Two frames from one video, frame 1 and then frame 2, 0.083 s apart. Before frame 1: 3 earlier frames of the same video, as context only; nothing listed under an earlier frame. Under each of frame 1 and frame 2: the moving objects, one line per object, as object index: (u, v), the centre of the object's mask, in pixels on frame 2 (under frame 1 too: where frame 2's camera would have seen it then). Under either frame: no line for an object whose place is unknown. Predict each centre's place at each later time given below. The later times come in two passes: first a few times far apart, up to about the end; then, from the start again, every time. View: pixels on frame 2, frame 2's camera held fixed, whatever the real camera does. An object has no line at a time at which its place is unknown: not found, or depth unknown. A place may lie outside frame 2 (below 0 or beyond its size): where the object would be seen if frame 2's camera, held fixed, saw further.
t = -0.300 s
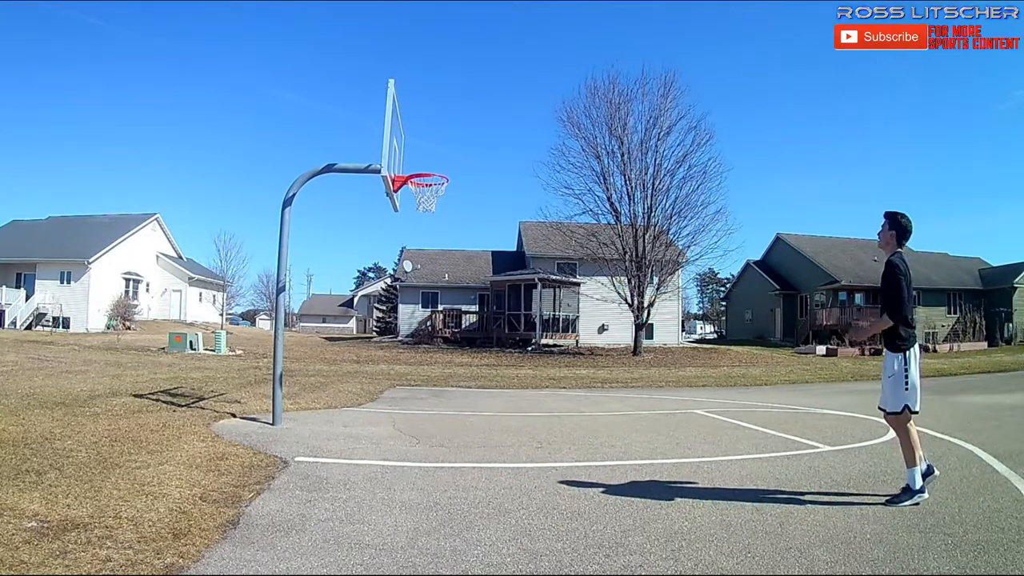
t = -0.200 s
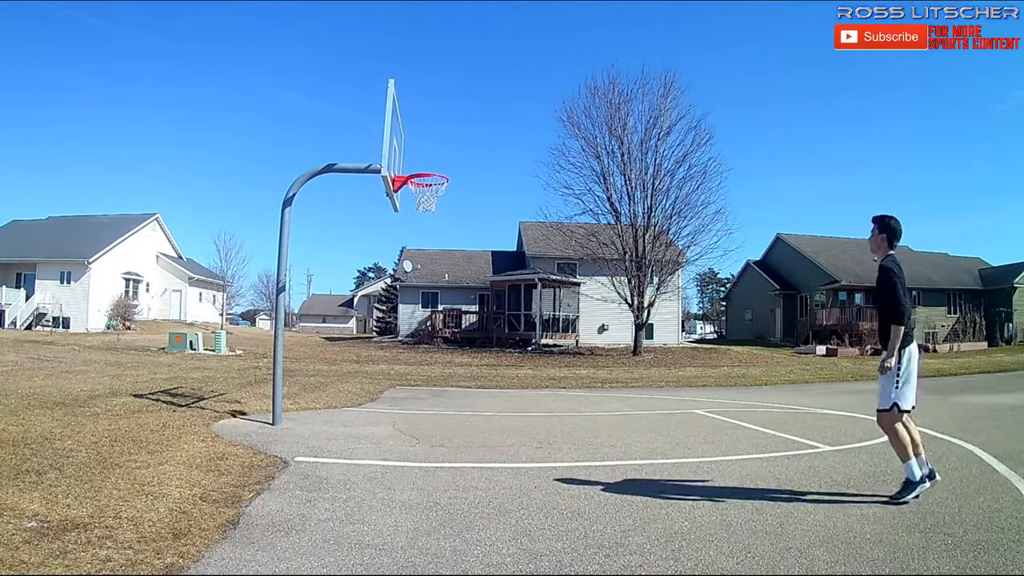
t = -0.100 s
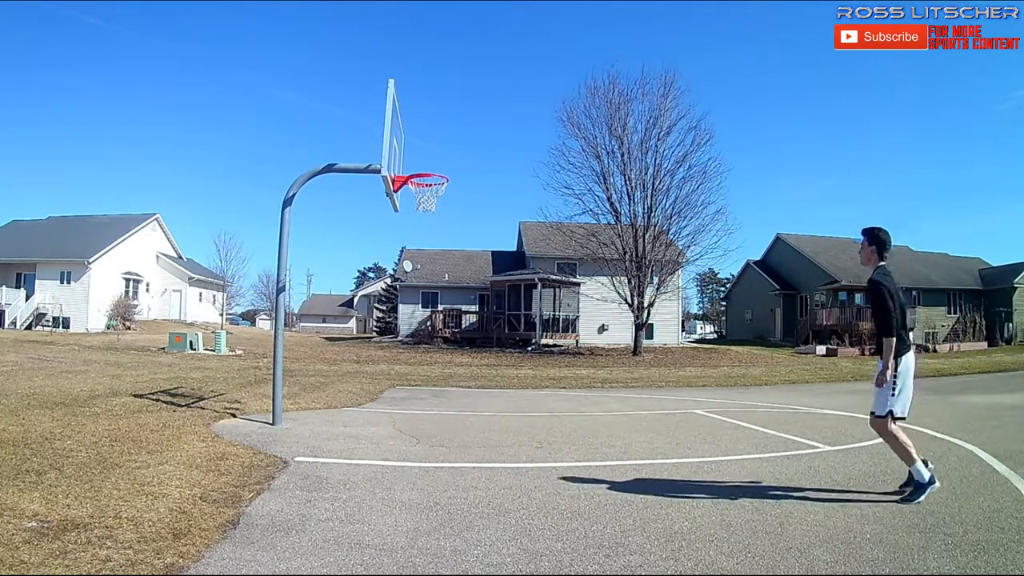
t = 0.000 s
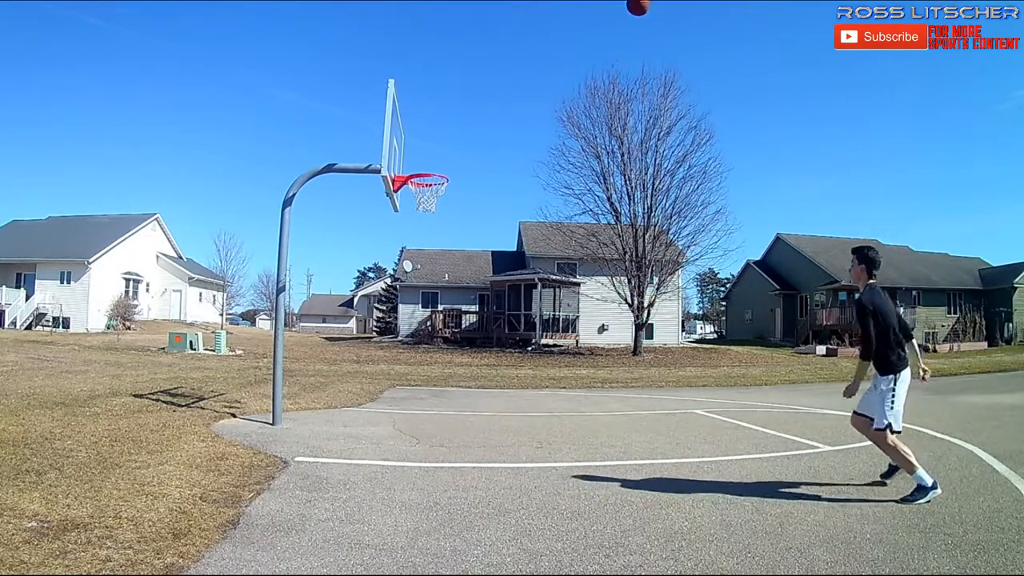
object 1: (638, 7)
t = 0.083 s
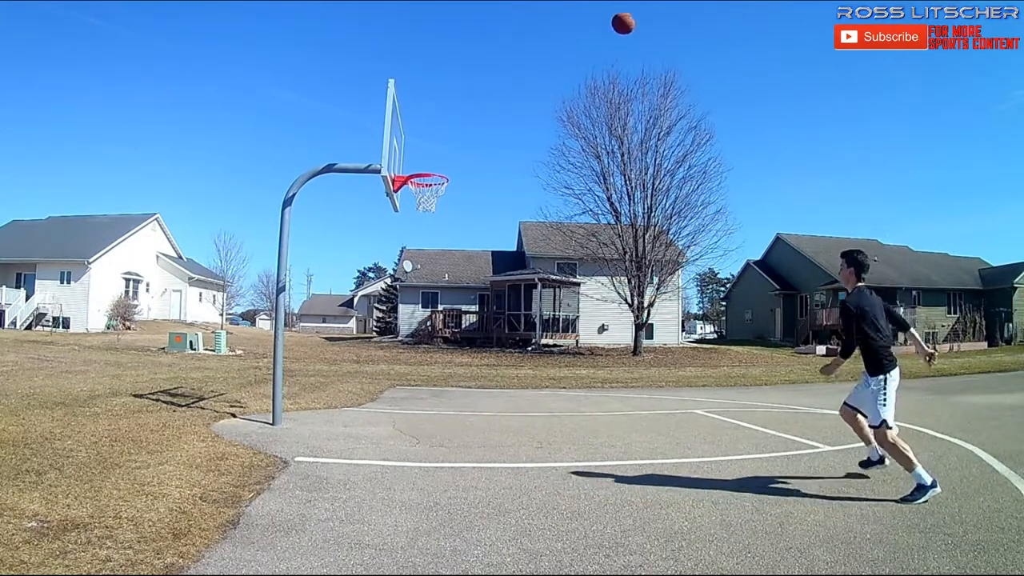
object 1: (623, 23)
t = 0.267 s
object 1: (592, 84)
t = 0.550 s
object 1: (545, 230)
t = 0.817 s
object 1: (500, 418)
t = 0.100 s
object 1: (620, 27)
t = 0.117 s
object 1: (617, 32)
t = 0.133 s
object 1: (614, 37)
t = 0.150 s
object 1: (611, 42)
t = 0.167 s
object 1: (608, 47)
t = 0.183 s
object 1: (606, 53)
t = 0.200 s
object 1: (603, 58)
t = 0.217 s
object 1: (600, 64)
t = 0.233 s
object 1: (597, 70)
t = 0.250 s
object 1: (594, 77)
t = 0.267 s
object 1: (592, 84)
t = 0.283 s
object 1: (589, 90)
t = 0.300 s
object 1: (586, 97)
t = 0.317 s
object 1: (583, 104)
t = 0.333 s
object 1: (580, 112)
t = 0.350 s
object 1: (578, 120)
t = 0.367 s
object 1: (575, 128)
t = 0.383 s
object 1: (572, 136)
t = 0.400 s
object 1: (569, 144)
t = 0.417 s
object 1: (567, 153)
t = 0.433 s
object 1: (564, 162)
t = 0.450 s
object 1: (561, 170)
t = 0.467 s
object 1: (559, 180)
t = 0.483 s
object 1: (556, 189)
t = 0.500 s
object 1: (553, 199)
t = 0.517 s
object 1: (551, 209)
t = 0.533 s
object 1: (548, 219)
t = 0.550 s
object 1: (545, 230)
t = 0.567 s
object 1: (543, 240)
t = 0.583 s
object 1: (540, 251)
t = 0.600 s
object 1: (538, 262)
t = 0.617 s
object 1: (535, 273)
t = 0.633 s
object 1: (532, 284)
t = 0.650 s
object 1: (528, 296)
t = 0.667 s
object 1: (527, 308)
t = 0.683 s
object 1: (523, 320)
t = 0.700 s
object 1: (521, 331)
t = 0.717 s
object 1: (518, 343)
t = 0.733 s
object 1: (514, 355)
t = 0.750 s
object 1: (511, 368)
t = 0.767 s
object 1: (508, 381)
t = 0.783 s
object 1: (505, 393)
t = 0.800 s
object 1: (503, 405)
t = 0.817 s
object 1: (500, 418)
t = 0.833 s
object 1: (499, 417)
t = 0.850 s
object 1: (499, 408)
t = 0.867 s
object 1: (499, 400)
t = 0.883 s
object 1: (499, 392)
